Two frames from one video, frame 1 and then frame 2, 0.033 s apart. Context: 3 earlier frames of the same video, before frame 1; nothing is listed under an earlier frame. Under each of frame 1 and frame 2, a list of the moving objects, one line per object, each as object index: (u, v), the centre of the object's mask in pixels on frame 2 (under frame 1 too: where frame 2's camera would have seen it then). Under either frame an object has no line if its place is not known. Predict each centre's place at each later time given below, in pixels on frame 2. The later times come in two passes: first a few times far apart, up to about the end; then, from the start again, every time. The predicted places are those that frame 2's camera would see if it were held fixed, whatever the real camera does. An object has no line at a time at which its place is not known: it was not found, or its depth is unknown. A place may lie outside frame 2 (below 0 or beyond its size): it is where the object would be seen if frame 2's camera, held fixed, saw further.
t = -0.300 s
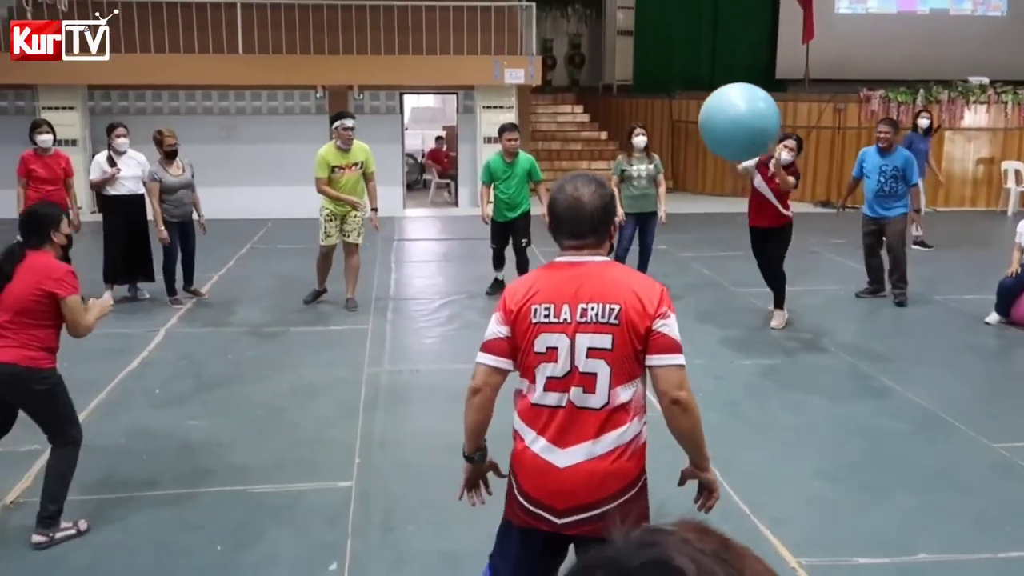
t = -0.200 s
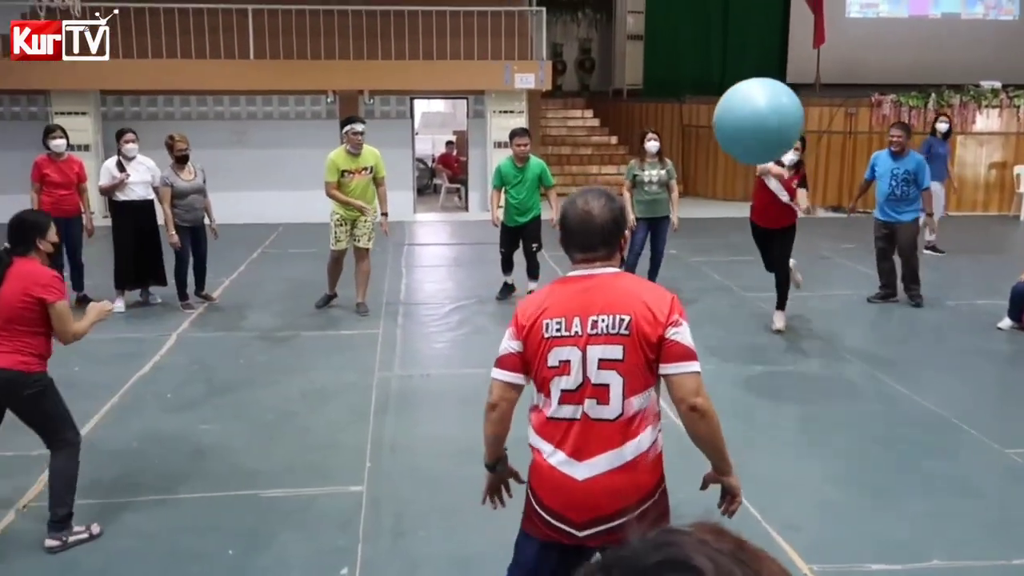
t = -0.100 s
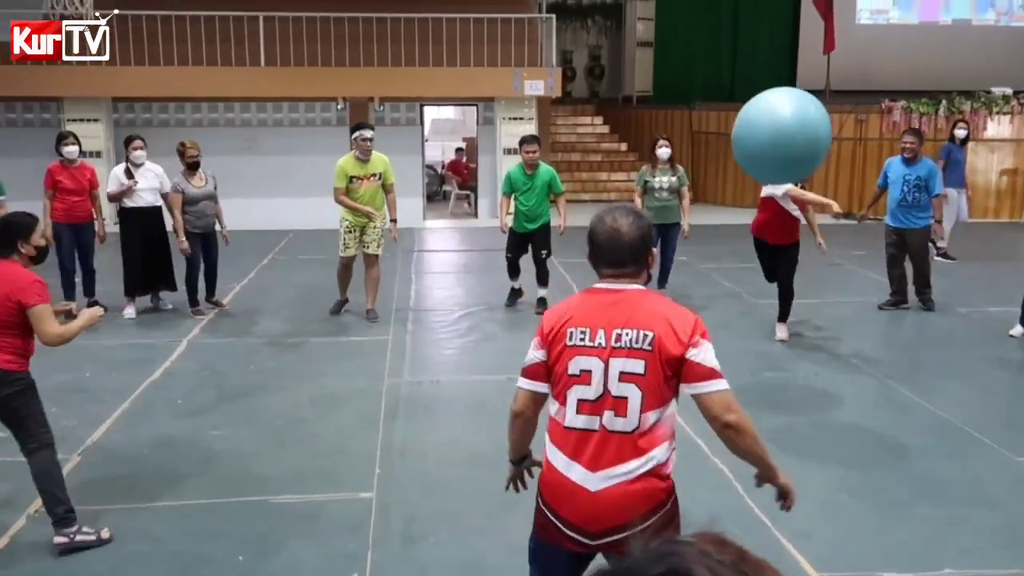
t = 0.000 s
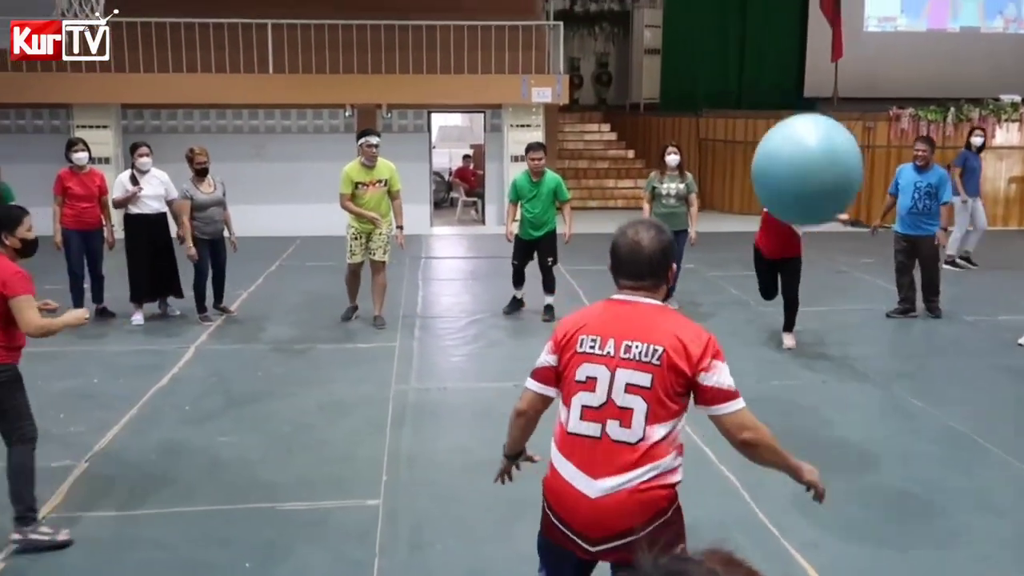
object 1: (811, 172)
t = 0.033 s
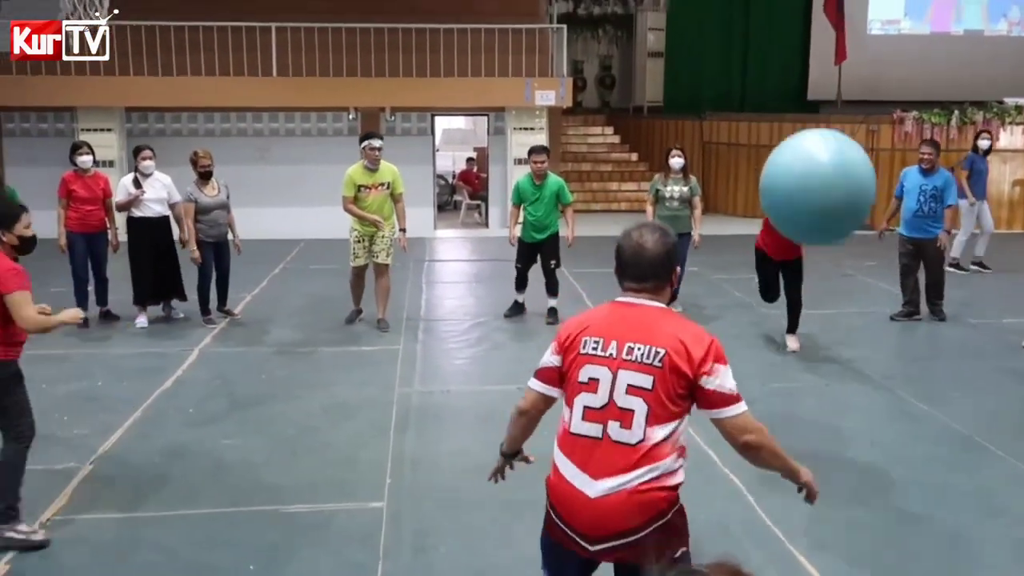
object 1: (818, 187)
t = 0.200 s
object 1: (868, 312)
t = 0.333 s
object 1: (927, 497)
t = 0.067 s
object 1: (826, 203)
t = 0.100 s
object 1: (834, 224)
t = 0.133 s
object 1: (845, 248)
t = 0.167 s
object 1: (855, 278)
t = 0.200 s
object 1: (868, 312)
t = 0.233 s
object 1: (883, 351)
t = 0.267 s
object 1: (899, 400)
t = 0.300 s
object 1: (918, 453)
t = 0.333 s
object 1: (927, 497)
